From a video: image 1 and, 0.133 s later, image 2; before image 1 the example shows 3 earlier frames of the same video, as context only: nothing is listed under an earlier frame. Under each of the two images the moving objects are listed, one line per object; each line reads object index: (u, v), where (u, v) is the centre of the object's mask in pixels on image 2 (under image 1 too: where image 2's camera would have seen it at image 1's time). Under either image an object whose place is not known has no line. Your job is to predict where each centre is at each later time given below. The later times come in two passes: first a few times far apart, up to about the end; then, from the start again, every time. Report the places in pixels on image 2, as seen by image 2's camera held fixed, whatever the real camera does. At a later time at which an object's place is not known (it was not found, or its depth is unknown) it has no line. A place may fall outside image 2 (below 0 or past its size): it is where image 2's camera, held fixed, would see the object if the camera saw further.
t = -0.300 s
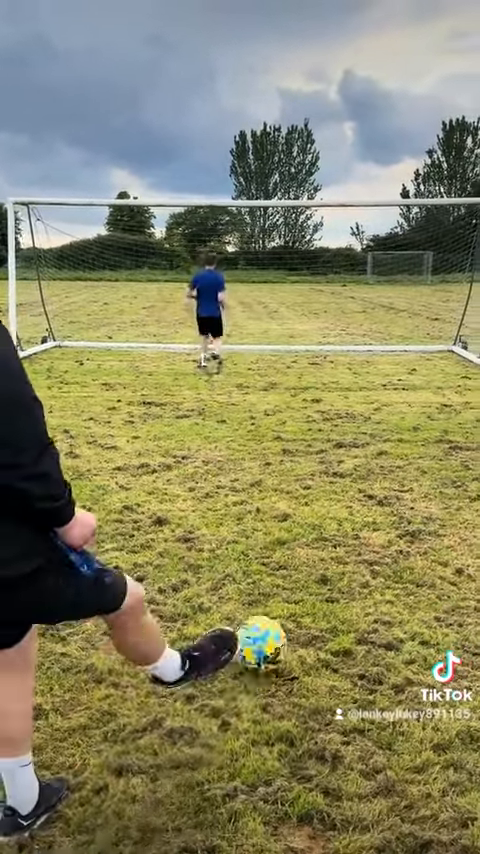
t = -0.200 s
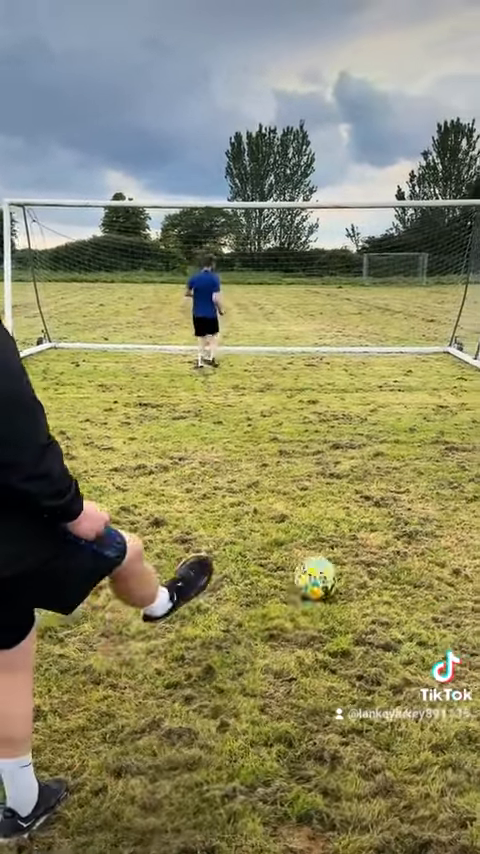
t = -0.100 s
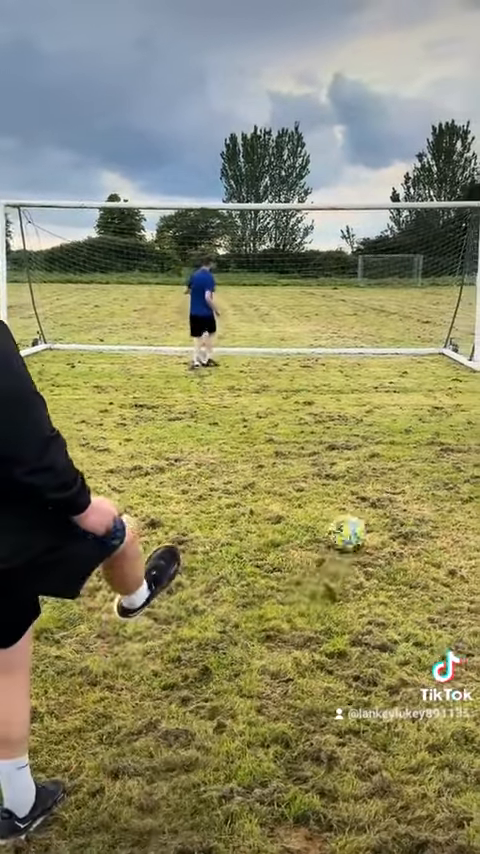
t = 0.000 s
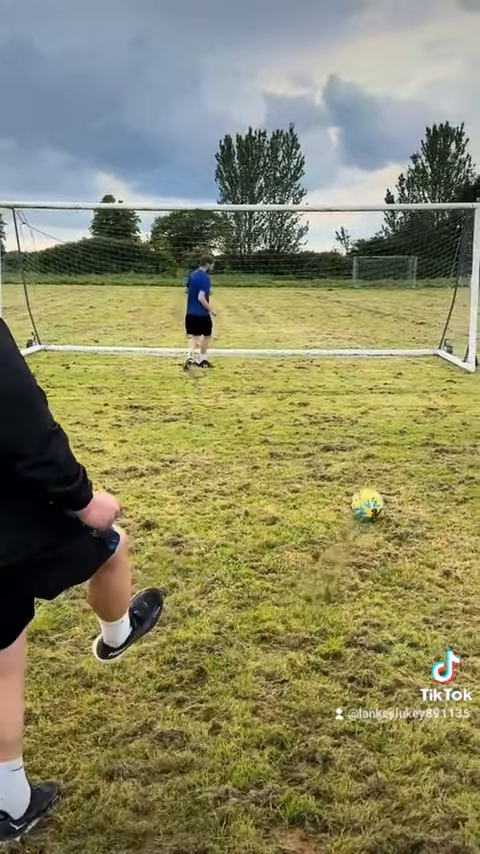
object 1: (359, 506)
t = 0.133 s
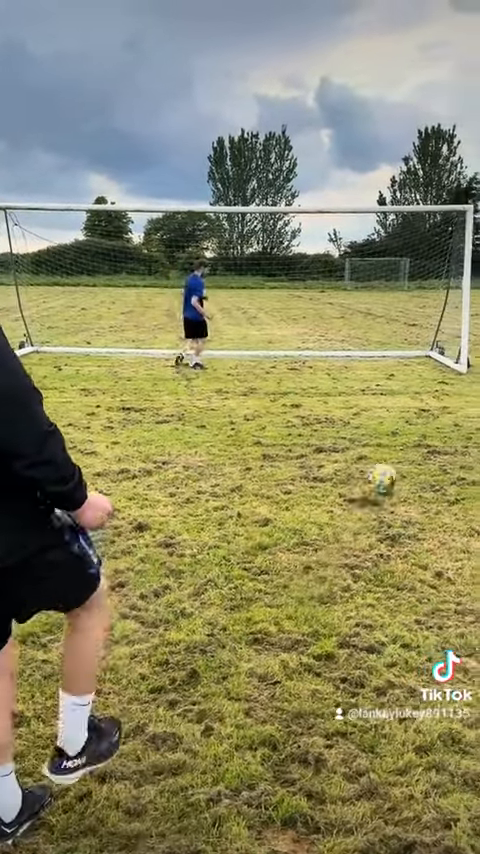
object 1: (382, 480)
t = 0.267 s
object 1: (399, 462)
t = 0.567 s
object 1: (425, 436)
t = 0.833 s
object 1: (445, 419)
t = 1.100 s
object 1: (459, 411)
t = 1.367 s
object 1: (467, 401)
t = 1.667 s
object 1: (477, 391)
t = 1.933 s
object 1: (487, 386)
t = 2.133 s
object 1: (494, 384)
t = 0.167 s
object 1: (387, 473)
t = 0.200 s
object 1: (390, 468)
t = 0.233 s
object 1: (394, 466)
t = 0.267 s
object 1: (399, 462)
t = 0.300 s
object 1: (402, 462)
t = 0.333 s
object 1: (406, 458)
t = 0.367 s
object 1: (408, 453)
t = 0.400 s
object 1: (412, 450)
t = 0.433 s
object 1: (415, 447)
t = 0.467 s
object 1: (418, 443)
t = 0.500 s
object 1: (420, 441)
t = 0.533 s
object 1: (422, 438)
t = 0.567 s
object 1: (425, 436)
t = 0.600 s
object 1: (428, 434)
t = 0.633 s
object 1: (430, 432)
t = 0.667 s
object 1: (433, 429)
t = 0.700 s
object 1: (436, 427)
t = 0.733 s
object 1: (439, 425)
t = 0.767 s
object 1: (442, 424)
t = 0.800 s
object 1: (445, 423)
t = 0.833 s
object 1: (445, 419)
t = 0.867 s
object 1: (447, 418)
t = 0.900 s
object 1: (449, 416)
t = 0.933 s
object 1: (451, 416)
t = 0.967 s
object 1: (452, 415)
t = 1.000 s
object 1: (454, 414)
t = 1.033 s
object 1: (455, 414)
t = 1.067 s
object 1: (457, 413)
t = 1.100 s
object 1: (459, 411)
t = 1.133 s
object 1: (462, 410)
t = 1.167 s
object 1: (462, 409)
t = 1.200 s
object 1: (462, 406)
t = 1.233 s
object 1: (462, 404)
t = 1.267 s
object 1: (463, 403)
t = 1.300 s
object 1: (465, 401)
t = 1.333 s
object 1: (466, 401)
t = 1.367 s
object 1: (467, 401)
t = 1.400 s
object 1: (469, 399)
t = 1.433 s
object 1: (471, 398)
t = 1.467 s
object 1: (471, 397)
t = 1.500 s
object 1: (472, 396)
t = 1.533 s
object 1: (473, 396)
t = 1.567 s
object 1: (475, 395)
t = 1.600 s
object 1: (475, 394)
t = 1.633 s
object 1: (477, 392)
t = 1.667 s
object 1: (477, 391)
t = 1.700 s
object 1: (479, 390)
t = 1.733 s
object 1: (480, 390)
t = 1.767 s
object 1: (481, 389)
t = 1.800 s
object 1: (482, 388)
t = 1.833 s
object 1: (483, 387)
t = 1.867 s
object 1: (484, 386)
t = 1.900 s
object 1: (485, 386)
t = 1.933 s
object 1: (487, 386)
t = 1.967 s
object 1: (488, 385)
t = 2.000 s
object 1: (489, 385)
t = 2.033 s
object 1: (490, 385)
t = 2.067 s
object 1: (491, 385)
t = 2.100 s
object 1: (491, 384)
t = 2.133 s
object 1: (494, 384)
